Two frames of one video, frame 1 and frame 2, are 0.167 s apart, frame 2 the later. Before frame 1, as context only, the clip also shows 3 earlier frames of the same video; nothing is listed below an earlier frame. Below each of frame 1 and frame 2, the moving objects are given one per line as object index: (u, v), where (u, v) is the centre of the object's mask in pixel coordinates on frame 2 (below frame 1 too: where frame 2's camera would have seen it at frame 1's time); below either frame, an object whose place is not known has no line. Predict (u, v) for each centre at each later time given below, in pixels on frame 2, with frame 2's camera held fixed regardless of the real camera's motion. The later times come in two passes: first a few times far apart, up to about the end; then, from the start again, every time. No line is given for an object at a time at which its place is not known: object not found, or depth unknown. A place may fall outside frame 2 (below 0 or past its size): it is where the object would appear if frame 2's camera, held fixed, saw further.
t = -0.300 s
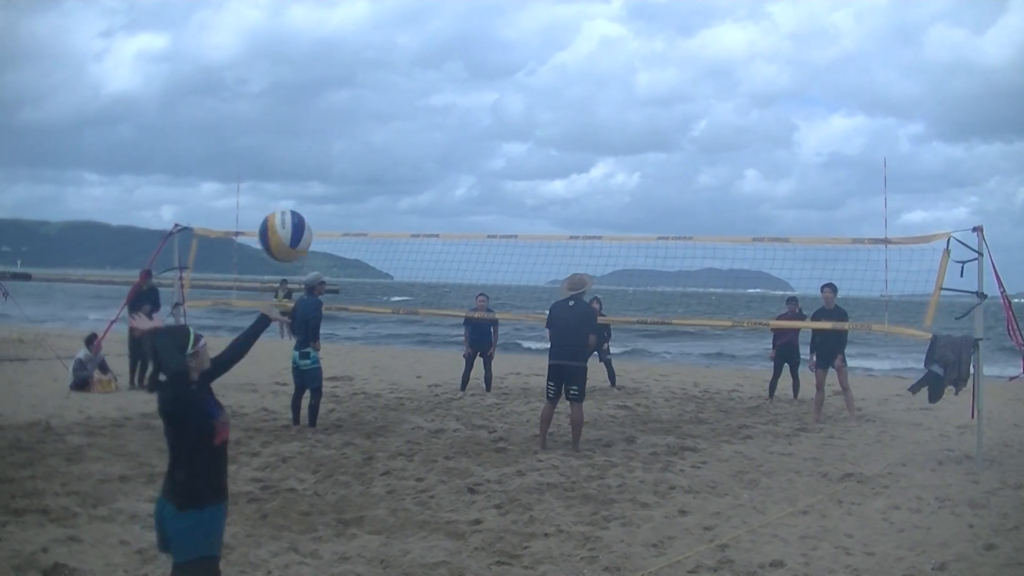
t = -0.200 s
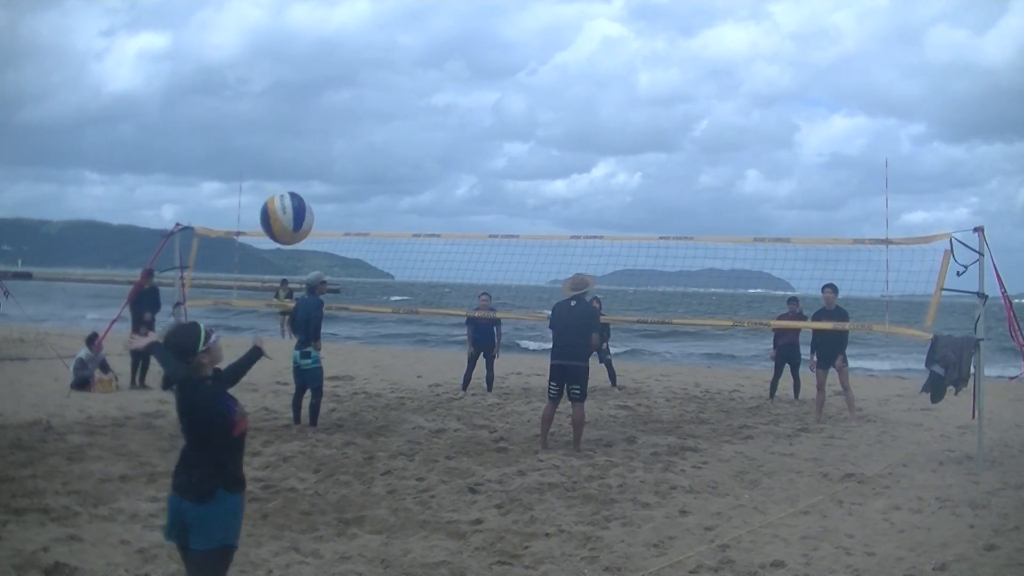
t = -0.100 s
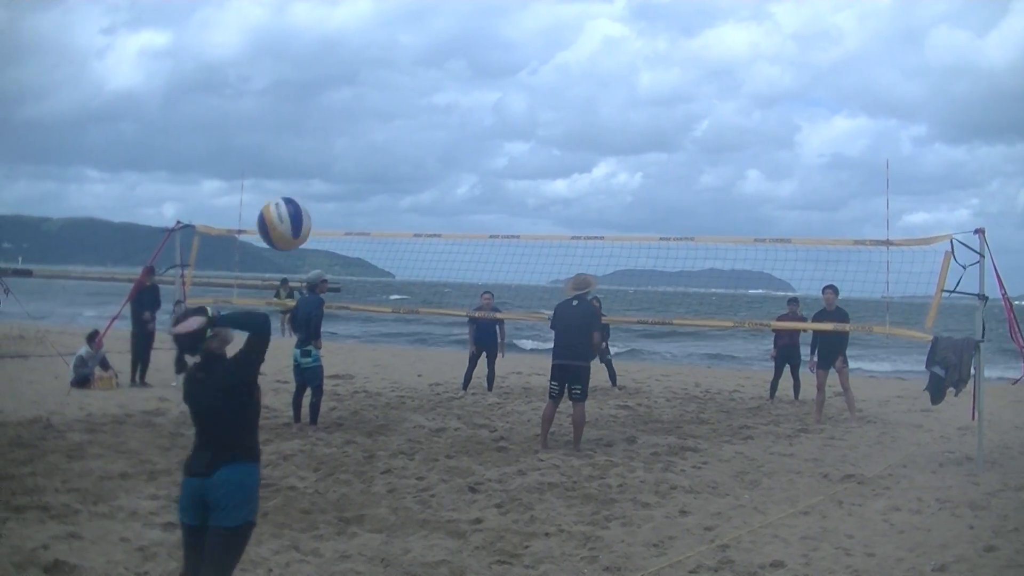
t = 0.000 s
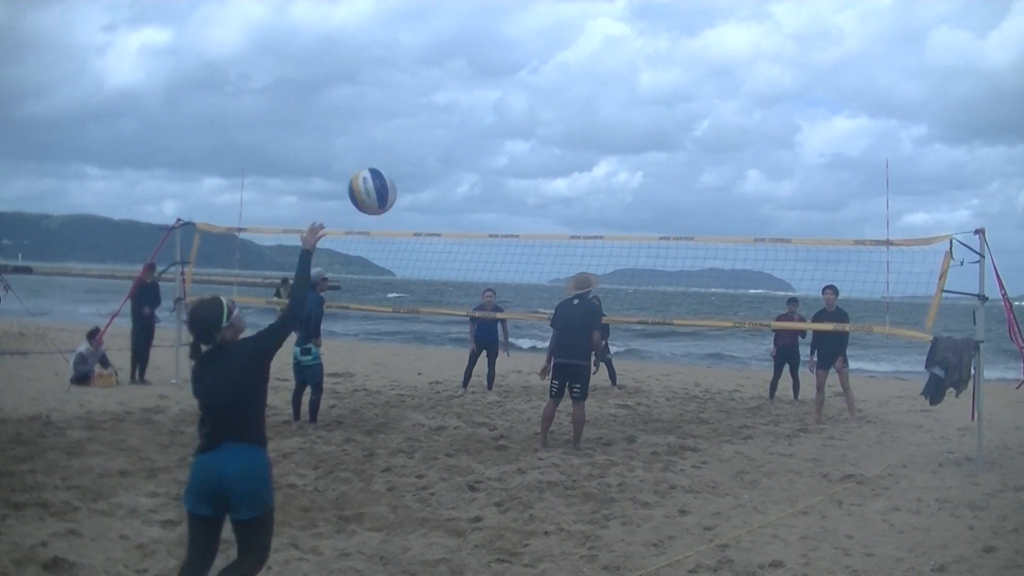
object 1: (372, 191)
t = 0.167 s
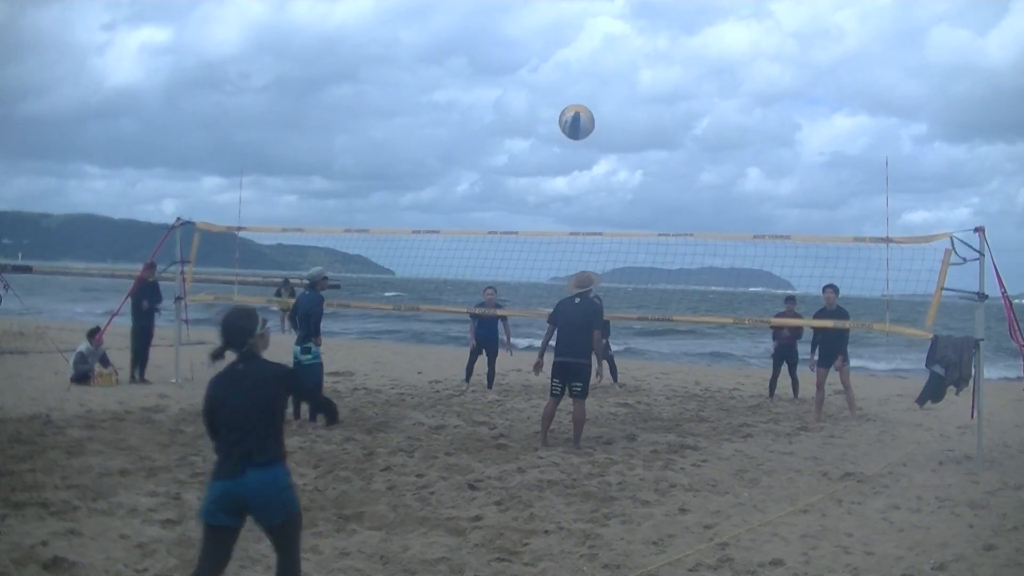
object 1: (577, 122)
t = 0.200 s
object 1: (605, 118)
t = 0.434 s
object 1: (740, 140)
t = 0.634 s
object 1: (798, 194)
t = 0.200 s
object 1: (605, 118)
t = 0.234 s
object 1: (631, 117)
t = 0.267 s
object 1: (655, 117)
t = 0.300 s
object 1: (676, 118)
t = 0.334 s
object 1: (694, 122)
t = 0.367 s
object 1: (711, 127)
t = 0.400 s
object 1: (727, 133)
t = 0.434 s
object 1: (740, 140)
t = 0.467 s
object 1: (752, 147)
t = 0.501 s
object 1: (763, 155)
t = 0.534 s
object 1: (773, 164)
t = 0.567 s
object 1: (781, 173)
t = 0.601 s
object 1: (790, 183)
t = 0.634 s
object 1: (798, 194)
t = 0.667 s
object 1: (806, 205)
